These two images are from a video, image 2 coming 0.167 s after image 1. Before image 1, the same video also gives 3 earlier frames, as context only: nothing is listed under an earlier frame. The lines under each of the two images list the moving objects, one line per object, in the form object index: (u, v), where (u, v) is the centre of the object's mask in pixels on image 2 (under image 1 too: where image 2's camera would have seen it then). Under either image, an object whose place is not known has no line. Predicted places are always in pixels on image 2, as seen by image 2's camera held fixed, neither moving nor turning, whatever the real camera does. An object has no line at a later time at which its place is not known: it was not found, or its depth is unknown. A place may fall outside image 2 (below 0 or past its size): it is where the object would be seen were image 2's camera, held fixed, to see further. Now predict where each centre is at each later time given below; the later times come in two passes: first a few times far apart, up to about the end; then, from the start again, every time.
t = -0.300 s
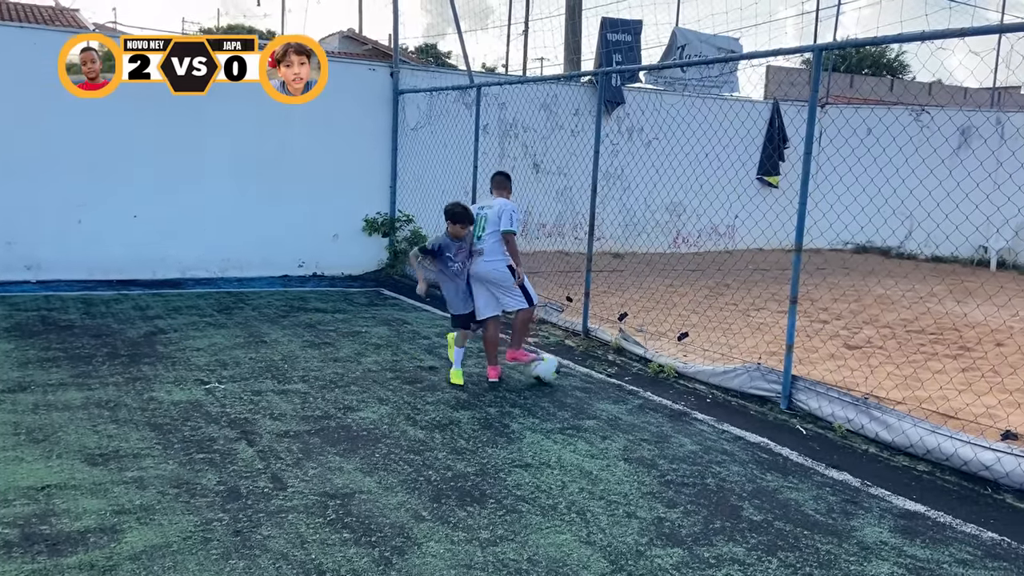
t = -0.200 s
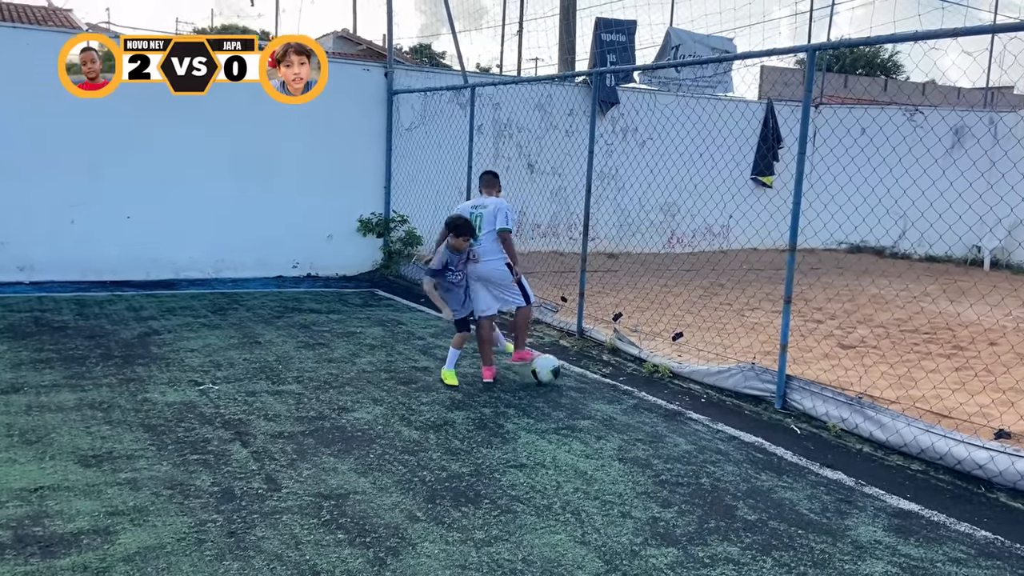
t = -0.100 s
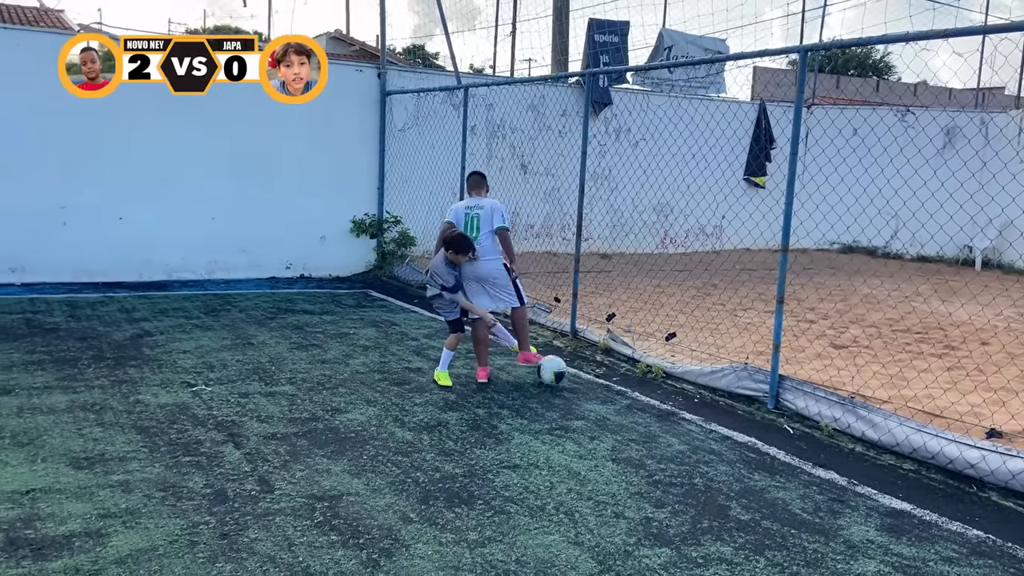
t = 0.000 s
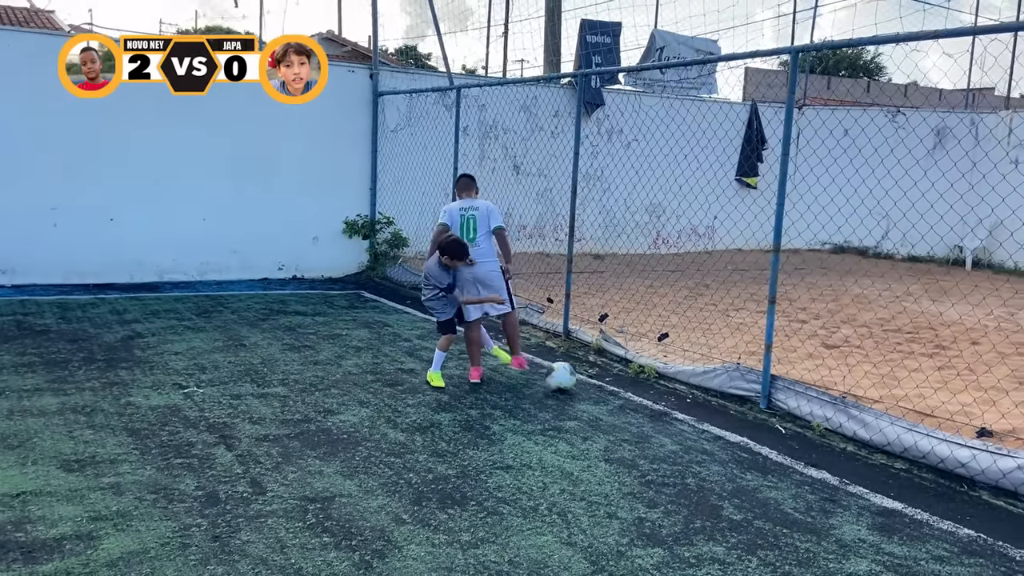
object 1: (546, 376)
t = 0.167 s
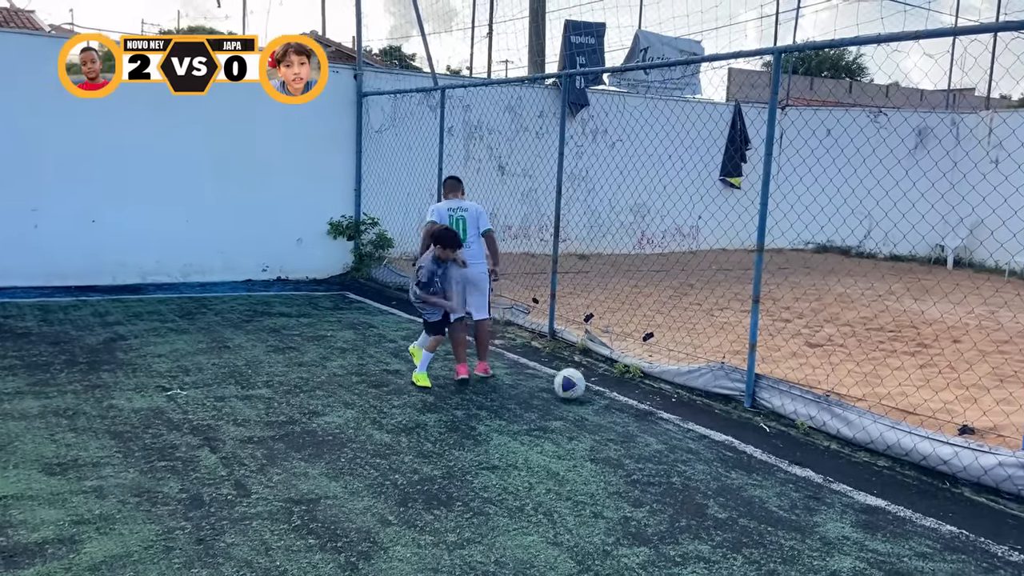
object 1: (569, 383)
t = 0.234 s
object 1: (579, 387)
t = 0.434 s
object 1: (611, 395)
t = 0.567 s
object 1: (633, 400)
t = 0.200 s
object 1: (574, 385)
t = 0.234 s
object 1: (579, 387)
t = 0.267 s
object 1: (584, 387)
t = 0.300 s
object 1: (589, 389)
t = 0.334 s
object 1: (595, 391)
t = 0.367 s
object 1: (600, 392)
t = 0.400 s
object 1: (605, 394)
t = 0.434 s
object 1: (611, 395)
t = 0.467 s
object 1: (617, 398)
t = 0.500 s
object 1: (621, 398)
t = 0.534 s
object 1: (627, 399)
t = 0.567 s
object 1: (633, 400)
